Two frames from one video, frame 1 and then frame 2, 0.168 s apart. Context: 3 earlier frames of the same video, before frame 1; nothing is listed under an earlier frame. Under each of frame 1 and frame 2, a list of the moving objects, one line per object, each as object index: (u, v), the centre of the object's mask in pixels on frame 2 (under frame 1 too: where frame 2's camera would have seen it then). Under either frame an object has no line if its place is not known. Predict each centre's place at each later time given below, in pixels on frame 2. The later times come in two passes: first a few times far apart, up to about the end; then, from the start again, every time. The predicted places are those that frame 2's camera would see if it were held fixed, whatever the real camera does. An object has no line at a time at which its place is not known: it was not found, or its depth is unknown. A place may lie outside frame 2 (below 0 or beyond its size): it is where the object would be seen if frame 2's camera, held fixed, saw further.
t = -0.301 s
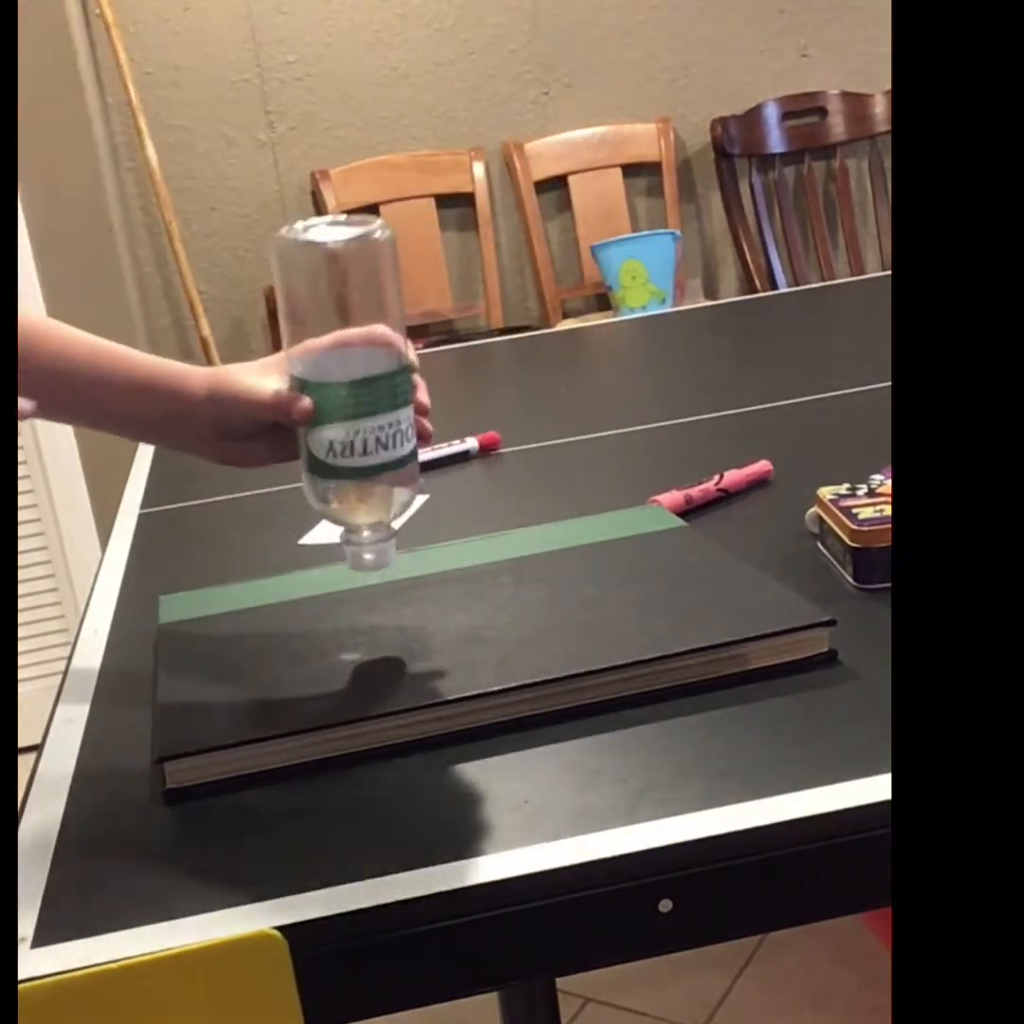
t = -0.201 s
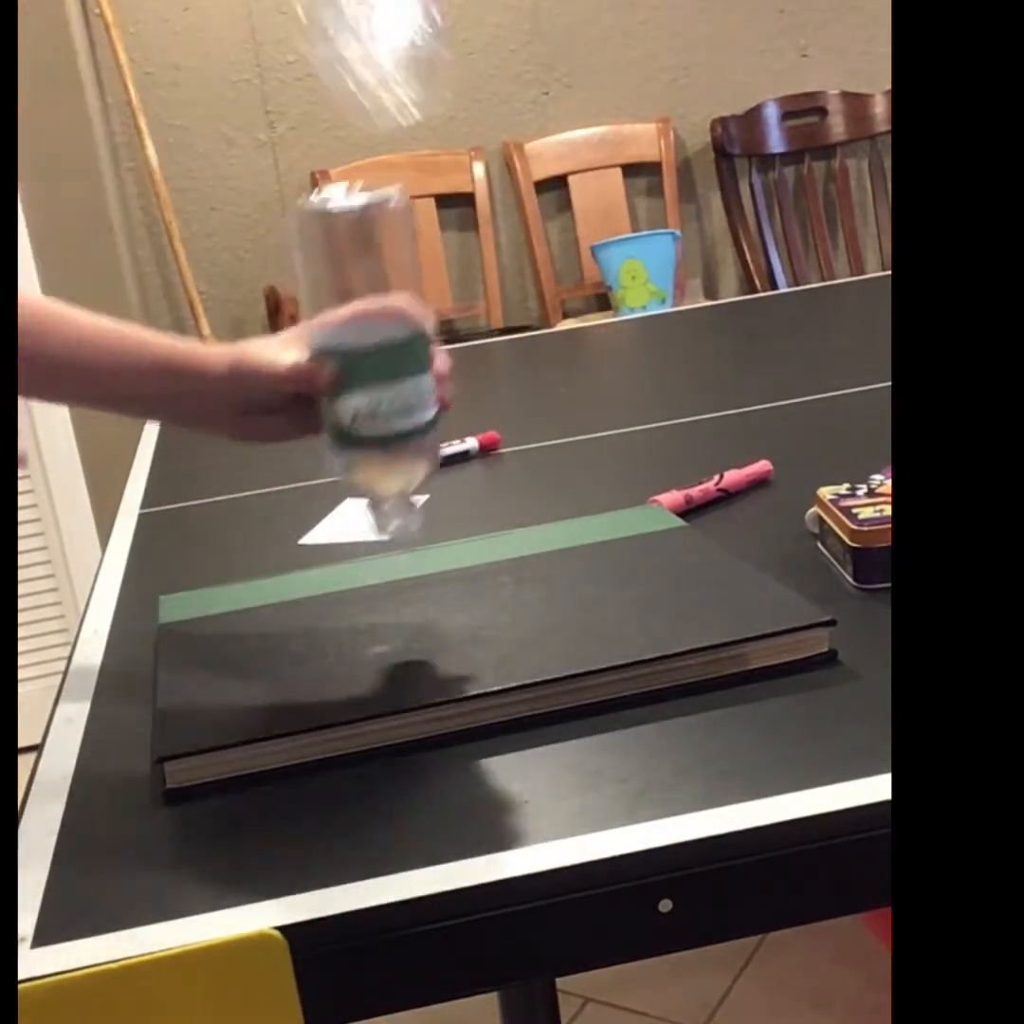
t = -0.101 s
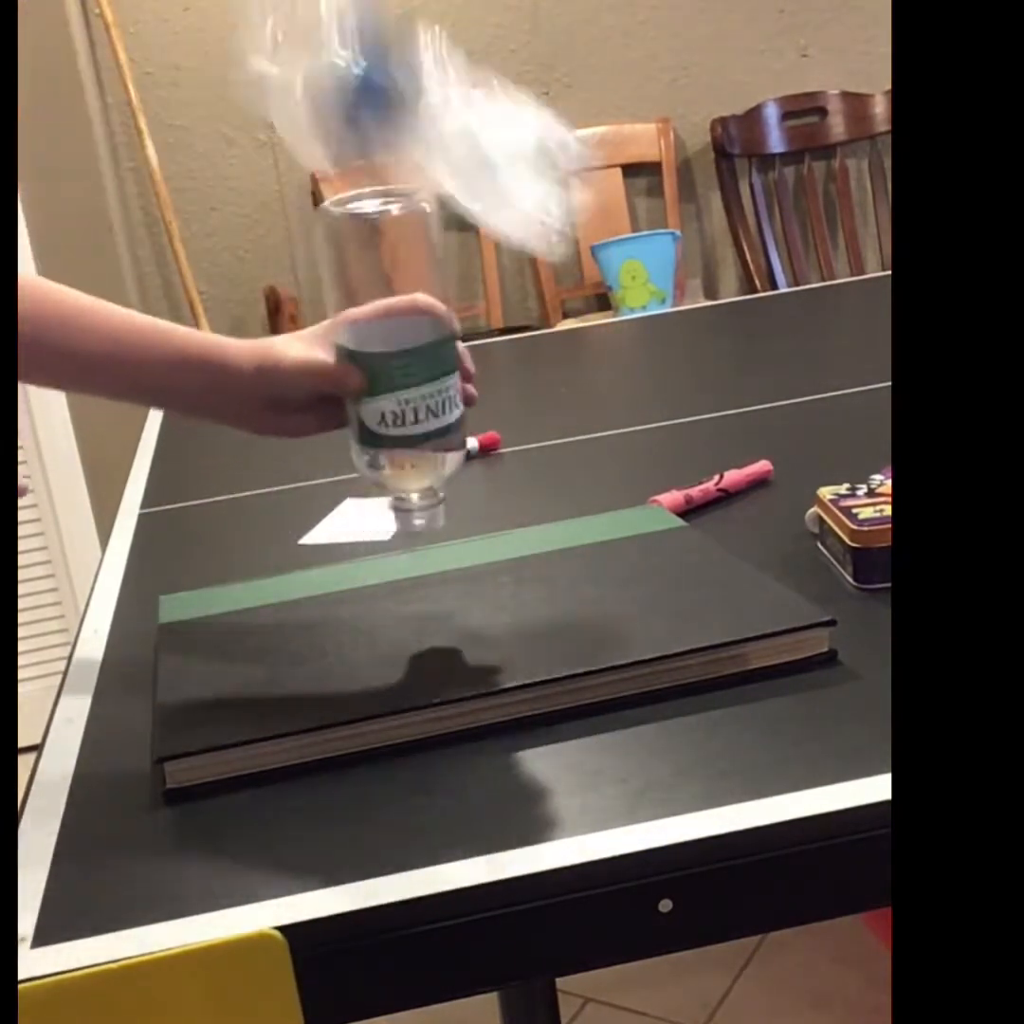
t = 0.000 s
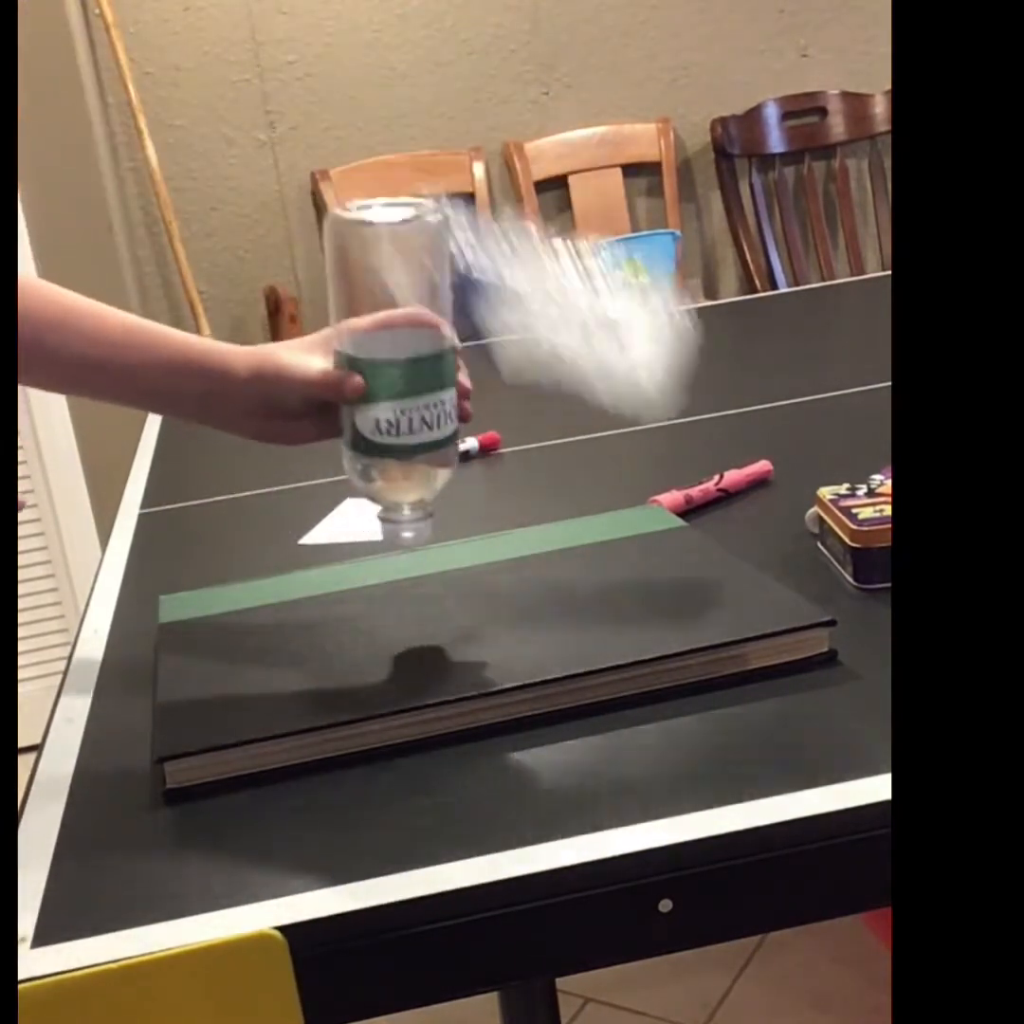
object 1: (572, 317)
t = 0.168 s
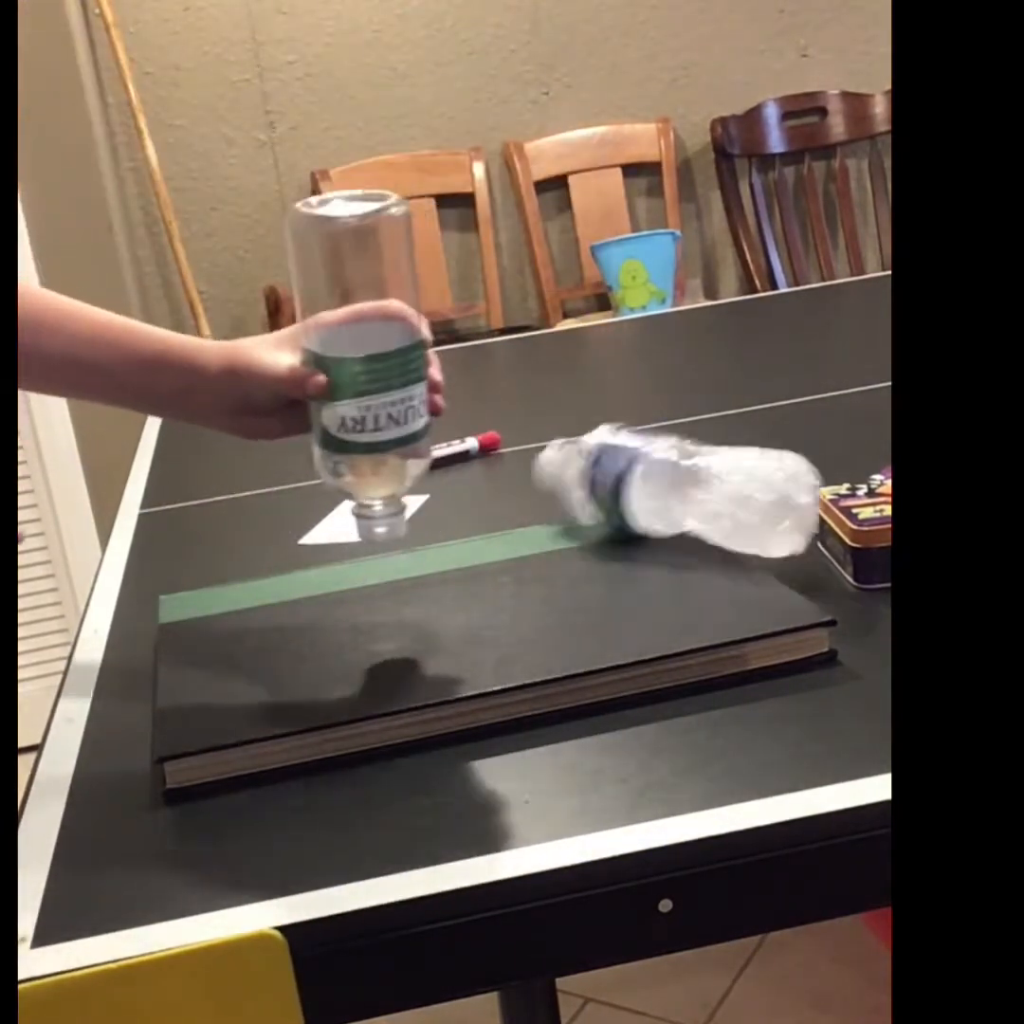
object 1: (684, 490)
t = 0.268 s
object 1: (717, 485)
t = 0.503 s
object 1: (770, 493)
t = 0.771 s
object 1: (778, 490)
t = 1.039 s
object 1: (764, 492)
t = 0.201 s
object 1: (699, 486)
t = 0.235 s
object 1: (706, 484)
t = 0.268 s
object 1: (717, 485)
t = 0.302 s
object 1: (729, 489)
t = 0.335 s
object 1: (744, 497)
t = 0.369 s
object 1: (752, 498)
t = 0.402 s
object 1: (757, 496)
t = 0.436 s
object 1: (761, 495)
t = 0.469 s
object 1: (765, 494)
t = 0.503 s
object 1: (770, 493)
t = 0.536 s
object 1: (773, 492)
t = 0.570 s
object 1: (775, 491)
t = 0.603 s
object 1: (776, 491)
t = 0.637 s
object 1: (777, 490)
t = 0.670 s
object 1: (778, 490)
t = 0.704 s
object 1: (778, 490)
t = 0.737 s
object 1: (778, 490)
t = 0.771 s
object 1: (778, 490)
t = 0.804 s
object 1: (777, 490)
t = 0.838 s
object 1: (775, 490)
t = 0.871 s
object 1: (772, 491)
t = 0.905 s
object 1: (770, 491)
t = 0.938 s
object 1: (768, 491)
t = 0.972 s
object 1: (766, 491)
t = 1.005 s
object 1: (765, 491)
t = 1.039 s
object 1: (764, 492)
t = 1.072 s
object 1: (762, 492)
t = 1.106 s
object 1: (761, 492)
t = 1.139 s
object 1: (761, 492)
